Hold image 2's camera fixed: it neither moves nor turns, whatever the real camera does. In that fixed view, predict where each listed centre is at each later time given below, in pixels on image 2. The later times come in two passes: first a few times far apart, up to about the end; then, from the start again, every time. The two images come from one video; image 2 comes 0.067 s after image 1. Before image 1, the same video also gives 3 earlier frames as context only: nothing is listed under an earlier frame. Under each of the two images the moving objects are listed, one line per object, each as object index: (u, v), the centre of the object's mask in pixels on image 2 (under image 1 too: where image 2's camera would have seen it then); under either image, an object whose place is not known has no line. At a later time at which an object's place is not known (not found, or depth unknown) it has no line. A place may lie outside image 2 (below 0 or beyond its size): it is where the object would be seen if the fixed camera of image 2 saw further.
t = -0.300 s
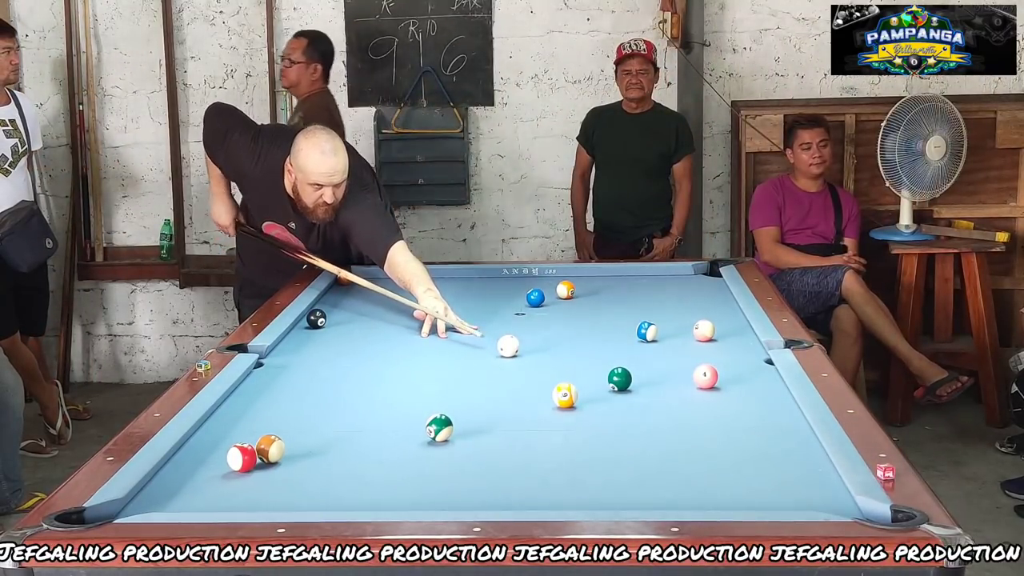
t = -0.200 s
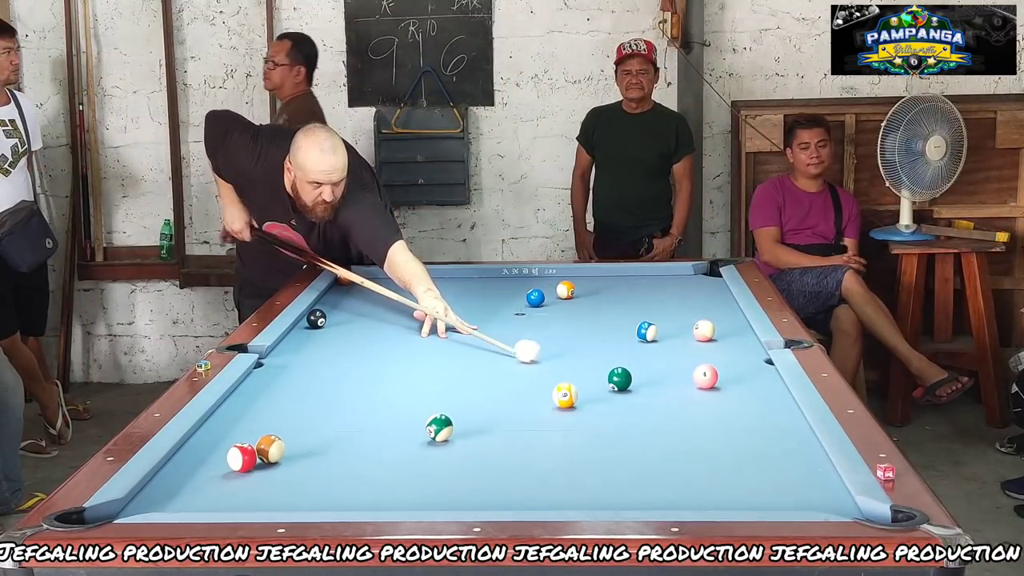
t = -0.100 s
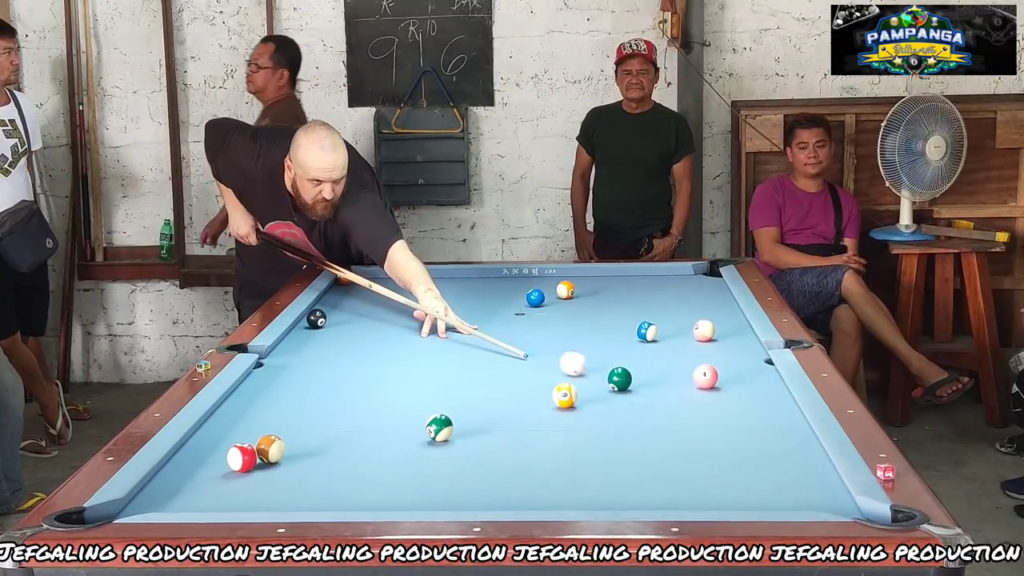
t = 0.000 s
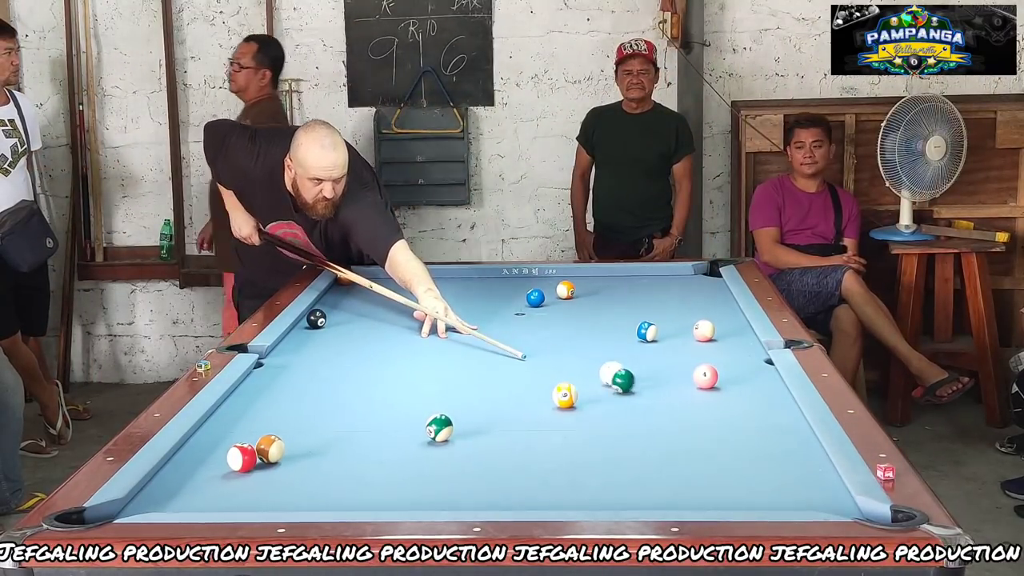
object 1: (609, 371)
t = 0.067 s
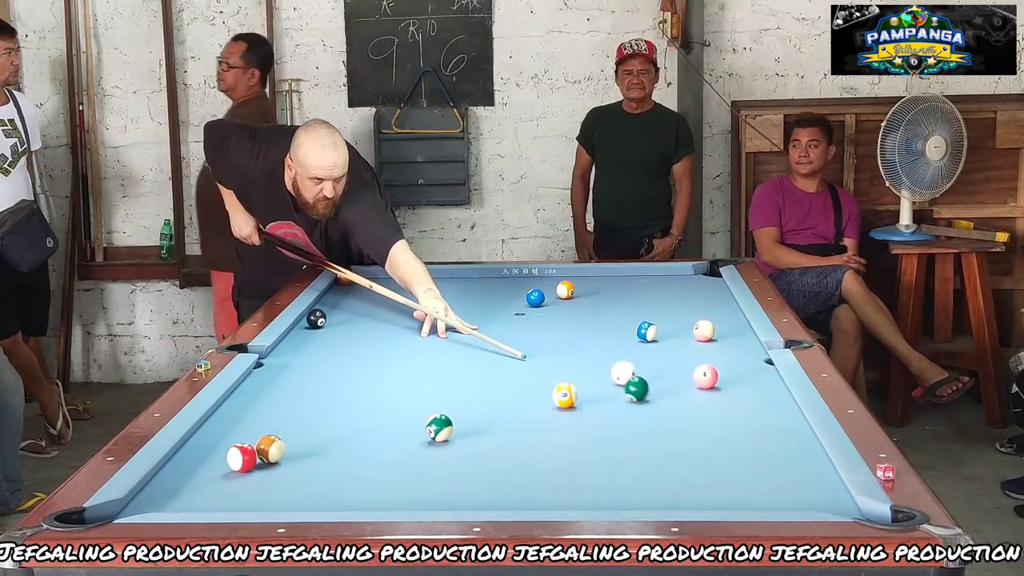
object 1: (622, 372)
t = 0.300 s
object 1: (660, 372)
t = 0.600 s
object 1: (701, 364)
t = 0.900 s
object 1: (743, 368)
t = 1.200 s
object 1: (755, 367)
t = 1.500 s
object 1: (737, 365)
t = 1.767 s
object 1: (724, 363)
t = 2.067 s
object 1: (713, 359)
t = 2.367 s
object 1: (703, 358)
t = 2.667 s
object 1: (696, 359)
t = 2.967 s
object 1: (693, 359)
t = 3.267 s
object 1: (693, 359)
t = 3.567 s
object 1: (693, 359)
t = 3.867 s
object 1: (693, 359)
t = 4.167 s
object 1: (693, 359)
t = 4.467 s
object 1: (693, 359)
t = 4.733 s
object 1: (693, 359)
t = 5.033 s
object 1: (693, 359)
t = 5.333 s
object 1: (693, 359)
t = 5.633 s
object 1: (693, 359)
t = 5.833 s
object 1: (693, 359)
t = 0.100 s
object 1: (628, 373)
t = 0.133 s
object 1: (633, 372)
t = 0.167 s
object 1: (639, 372)
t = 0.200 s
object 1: (644, 372)
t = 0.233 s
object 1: (650, 372)
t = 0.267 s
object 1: (655, 372)
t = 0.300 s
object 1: (660, 372)
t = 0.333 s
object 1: (665, 371)
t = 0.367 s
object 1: (670, 371)
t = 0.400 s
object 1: (675, 371)
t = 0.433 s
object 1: (679, 371)
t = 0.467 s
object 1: (683, 370)
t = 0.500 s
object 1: (688, 370)
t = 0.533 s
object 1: (691, 369)
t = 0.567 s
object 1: (696, 367)
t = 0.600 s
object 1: (701, 364)
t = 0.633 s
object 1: (710, 364)
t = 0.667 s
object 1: (716, 366)
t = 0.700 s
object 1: (720, 368)
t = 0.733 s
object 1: (723, 368)
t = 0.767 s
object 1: (726, 369)
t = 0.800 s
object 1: (730, 369)
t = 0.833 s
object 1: (735, 369)
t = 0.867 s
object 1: (739, 369)
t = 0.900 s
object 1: (743, 368)
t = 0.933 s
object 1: (747, 368)
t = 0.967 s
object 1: (751, 368)
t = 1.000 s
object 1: (755, 368)
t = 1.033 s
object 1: (759, 368)
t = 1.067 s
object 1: (763, 368)
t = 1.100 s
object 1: (762, 368)
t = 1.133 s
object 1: (759, 367)
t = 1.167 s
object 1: (757, 367)
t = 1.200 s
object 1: (755, 367)
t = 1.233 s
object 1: (752, 366)
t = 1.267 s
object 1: (750, 366)
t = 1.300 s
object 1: (748, 366)
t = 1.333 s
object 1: (746, 366)
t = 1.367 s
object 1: (744, 366)
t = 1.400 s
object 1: (742, 365)
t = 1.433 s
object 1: (740, 365)
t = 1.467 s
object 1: (738, 365)
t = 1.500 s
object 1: (737, 365)
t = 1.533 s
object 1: (735, 364)
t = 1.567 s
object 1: (733, 364)
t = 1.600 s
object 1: (731, 364)
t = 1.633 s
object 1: (730, 364)
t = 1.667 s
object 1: (728, 364)
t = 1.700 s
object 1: (727, 363)
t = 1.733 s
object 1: (725, 363)
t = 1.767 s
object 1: (724, 363)
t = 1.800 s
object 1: (723, 362)
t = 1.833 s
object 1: (721, 362)
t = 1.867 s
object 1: (720, 362)
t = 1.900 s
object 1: (719, 361)
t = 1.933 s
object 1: (718, 361)
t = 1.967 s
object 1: (717, 360)
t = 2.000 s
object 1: (715, 360)
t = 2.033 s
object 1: (714, 360)
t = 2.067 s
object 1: (713, 359)
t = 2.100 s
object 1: (711, 359)
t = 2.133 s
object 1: (710, 359)
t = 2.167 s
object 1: (709, 359)
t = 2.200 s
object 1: (708, 358)
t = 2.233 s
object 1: (707, 358)
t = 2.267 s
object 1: (706, 359)
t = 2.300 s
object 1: (704, 359)
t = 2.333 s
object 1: (703, 358)
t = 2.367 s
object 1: (703, 358)
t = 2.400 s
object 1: (702, 358)
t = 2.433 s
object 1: (700, 358)
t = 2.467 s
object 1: (700, 358)
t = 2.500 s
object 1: (699, 359)
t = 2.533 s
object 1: (698, 359)
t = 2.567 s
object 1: (698, 359)
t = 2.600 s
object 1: (697, 359)
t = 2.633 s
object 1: (697, 359)
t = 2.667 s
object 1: (696, 359)
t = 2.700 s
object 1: (696, 359)
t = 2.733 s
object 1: (695, 359)
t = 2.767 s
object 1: (695, 359)
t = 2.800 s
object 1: (694, 359)
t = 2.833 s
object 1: (694, 359)
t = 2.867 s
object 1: (694, 359)
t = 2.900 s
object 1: (694, 359)
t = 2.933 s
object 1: (693, 359)
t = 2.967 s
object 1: (693, 359)
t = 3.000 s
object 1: (693, 359)
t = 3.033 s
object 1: (693, 359)
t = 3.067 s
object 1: (693, 359)
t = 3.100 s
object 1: (693, 359)
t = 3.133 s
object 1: (693, 359)
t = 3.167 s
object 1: (693, 359)
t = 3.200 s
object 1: (693, 359)
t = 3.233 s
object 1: (693, 359)
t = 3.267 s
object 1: (693, 359)
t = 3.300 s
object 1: (693, 359)
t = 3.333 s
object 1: (693, 359)
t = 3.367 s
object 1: (693, 359)
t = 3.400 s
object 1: (693, 359)
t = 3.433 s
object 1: (693, 359)
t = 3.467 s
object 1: (693, 359)
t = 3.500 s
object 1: (693, 359)
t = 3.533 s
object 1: (693, 359)
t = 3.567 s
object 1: (693, 359)
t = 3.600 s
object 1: (693, 359)
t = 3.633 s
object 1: (693, 359)
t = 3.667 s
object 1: (693, 359)
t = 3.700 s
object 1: (693, 359)
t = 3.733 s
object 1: (693, 359)
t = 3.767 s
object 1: (693, 359)
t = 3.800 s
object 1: (693, 359)
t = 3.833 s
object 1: (693, 359)
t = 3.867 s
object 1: (693, 359)
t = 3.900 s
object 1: (693, 359)
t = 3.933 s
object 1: (693, 359)
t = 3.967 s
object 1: (693, 359)
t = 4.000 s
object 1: (693, 359)
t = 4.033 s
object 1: (693, 359)
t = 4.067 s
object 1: (693, 359)
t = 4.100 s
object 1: (693, 359)
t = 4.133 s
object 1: (693, 359)
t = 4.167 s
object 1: (693, 359)
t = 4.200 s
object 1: (693, 359)
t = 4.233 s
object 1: (693, 359)
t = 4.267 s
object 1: (693, 359)
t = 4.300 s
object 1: (693, 359)
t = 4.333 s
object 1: (693, 359)
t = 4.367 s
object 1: (693, 359)
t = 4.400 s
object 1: (693, 359)
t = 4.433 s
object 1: (693, 359)
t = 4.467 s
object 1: (693, 359)
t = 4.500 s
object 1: (693, 359)
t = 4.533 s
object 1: (693, 359)
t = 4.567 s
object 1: (693, 359)
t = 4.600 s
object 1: (693, 359)
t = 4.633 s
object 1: (693, 359)
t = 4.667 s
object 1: (693, 359)
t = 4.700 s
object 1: (693, 359)
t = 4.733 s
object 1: (693, 359)
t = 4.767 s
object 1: (693, 359)
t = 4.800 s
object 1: (693, 359)
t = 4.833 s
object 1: (693, 359)
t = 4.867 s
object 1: (693, 359)
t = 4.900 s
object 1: (693, 359)
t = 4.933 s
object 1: (693, 359)
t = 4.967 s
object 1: (693, 359)
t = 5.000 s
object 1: (693, 359)
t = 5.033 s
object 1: (693, 359)
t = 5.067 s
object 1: (693, 359)
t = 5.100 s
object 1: (693, 359)
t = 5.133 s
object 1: (693, 359)
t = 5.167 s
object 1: (693, 359)
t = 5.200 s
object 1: (693, 359)
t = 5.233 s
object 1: (693, 359)
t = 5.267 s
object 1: (693, 359)
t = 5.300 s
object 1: (693, 359)
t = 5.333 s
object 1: (693, 359)
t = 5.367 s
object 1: (693, 359)
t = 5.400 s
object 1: (693, 359)
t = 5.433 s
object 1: (693, 359)
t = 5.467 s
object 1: (693, 359)
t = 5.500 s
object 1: (693, 359)
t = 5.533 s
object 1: (693, 359)
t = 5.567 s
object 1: (694, 359)
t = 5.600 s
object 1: (693, 359)
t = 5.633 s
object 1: (693, 359)
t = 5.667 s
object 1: (693, 359)
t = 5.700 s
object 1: (693, 359)
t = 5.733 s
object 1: (693, 359)
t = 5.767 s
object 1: (693, 359)
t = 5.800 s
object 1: (693, 359)
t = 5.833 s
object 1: (693, 359)
